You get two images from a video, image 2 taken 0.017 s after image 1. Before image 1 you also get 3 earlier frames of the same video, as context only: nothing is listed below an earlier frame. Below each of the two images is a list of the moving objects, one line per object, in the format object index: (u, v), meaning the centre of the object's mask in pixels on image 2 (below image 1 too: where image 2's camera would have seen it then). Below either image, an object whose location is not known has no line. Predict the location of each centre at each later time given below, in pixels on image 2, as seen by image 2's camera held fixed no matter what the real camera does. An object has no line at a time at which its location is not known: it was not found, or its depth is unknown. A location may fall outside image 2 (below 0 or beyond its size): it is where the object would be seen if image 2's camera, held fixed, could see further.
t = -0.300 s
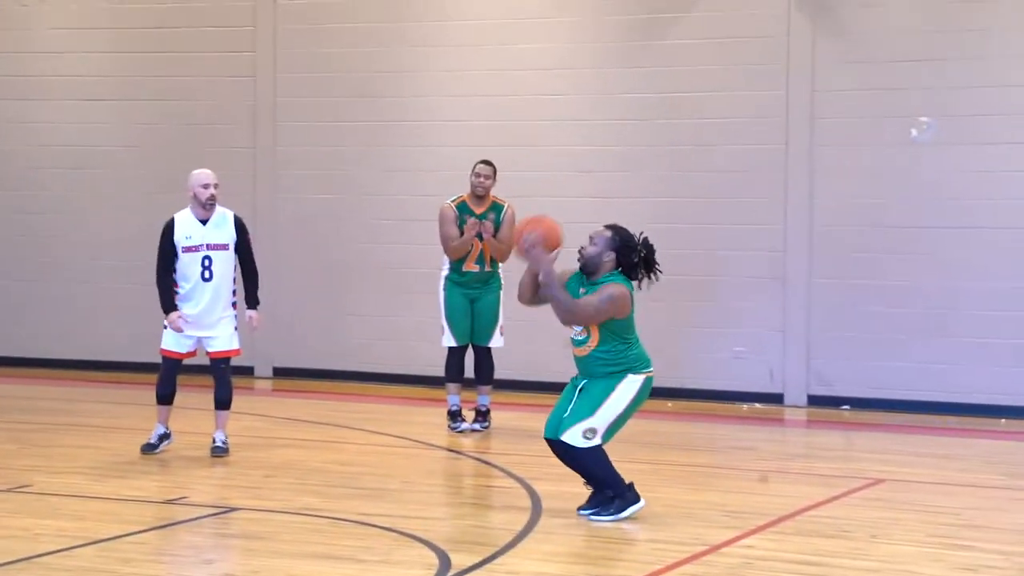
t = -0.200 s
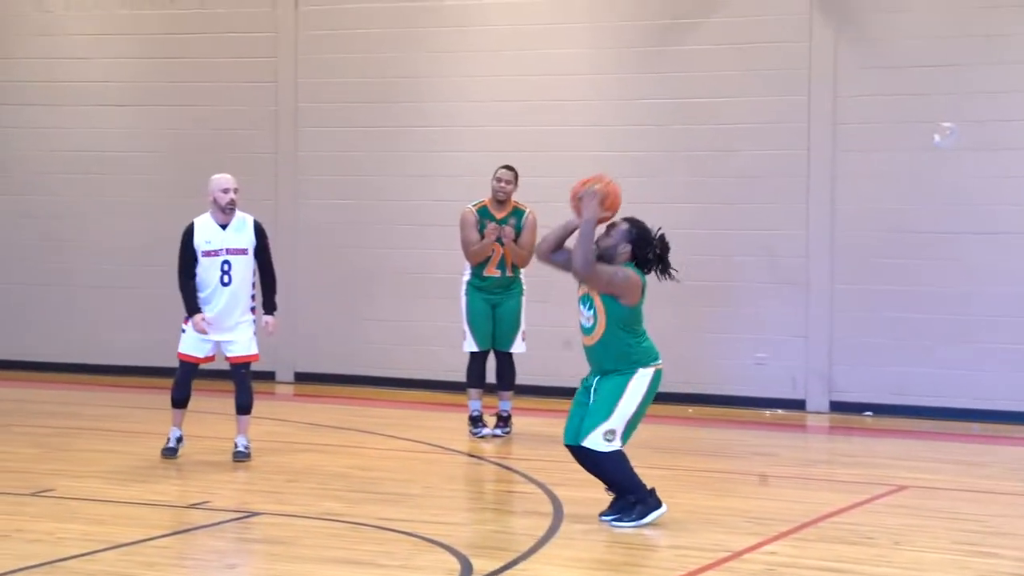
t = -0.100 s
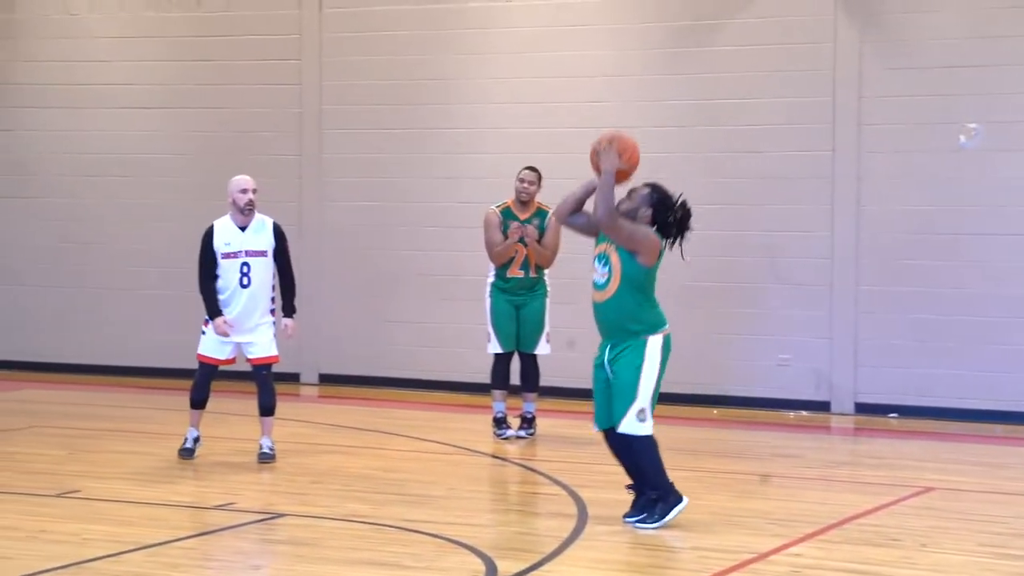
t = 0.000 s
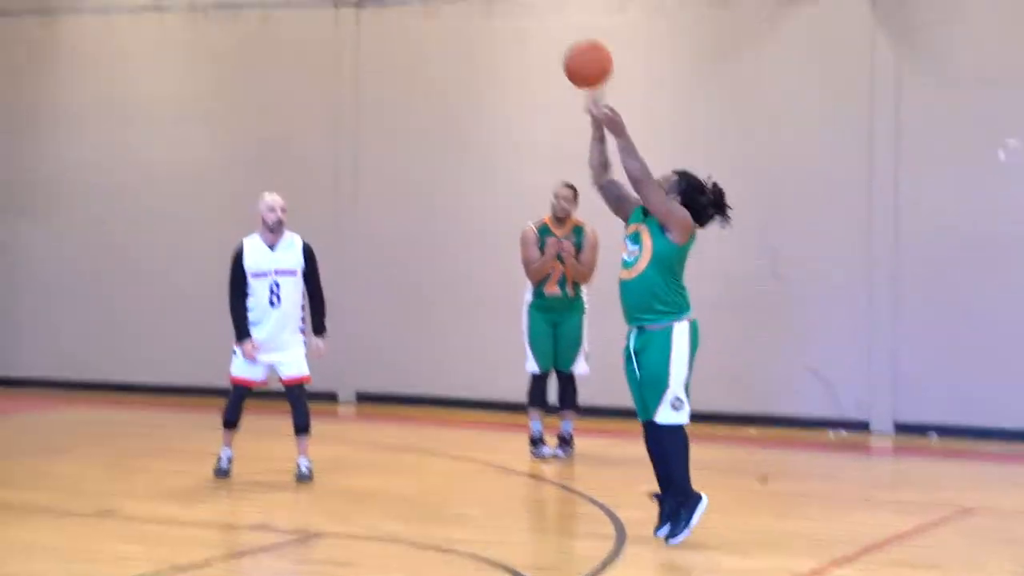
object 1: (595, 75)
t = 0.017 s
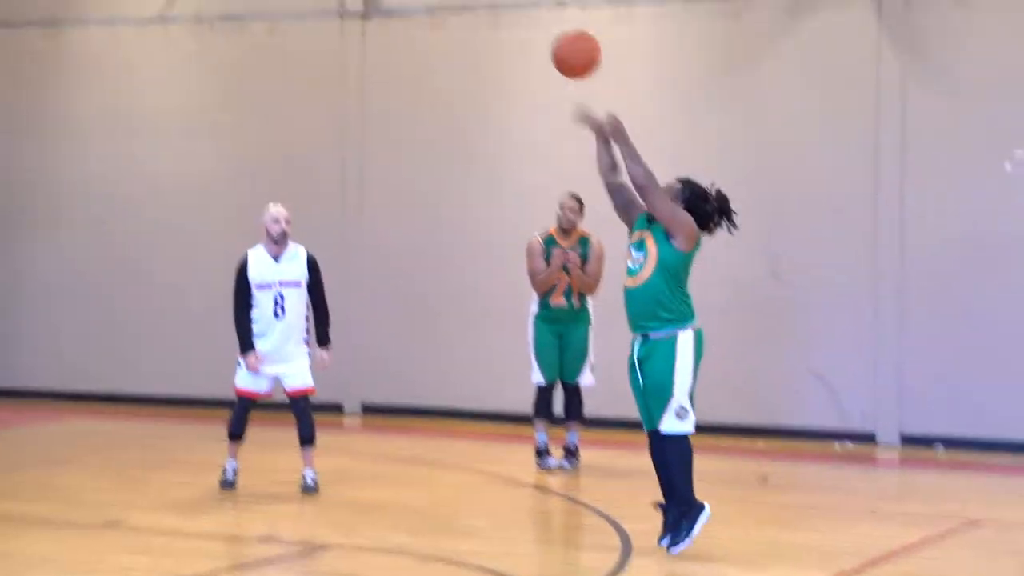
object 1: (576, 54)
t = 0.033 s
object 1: (556, 34)
